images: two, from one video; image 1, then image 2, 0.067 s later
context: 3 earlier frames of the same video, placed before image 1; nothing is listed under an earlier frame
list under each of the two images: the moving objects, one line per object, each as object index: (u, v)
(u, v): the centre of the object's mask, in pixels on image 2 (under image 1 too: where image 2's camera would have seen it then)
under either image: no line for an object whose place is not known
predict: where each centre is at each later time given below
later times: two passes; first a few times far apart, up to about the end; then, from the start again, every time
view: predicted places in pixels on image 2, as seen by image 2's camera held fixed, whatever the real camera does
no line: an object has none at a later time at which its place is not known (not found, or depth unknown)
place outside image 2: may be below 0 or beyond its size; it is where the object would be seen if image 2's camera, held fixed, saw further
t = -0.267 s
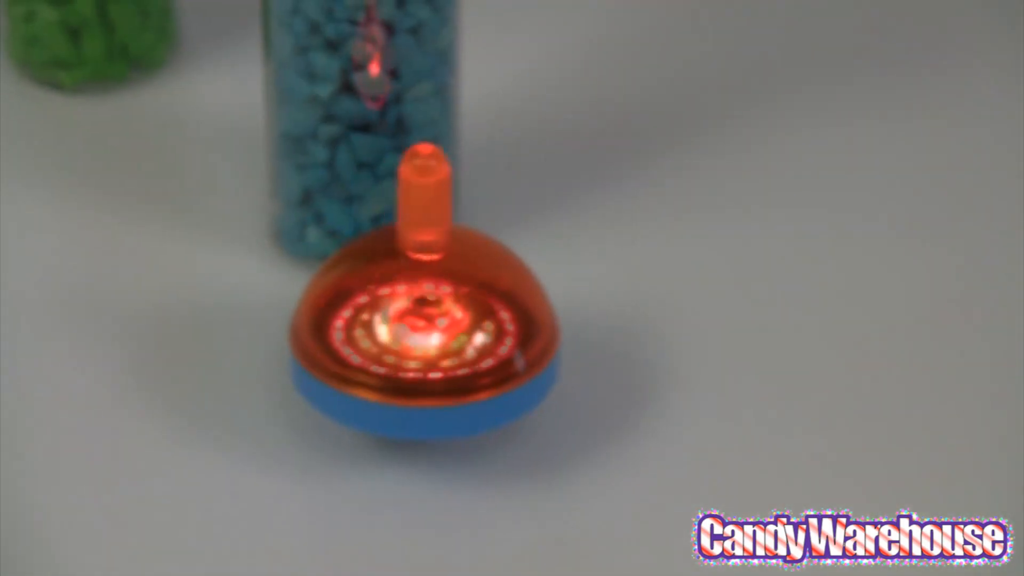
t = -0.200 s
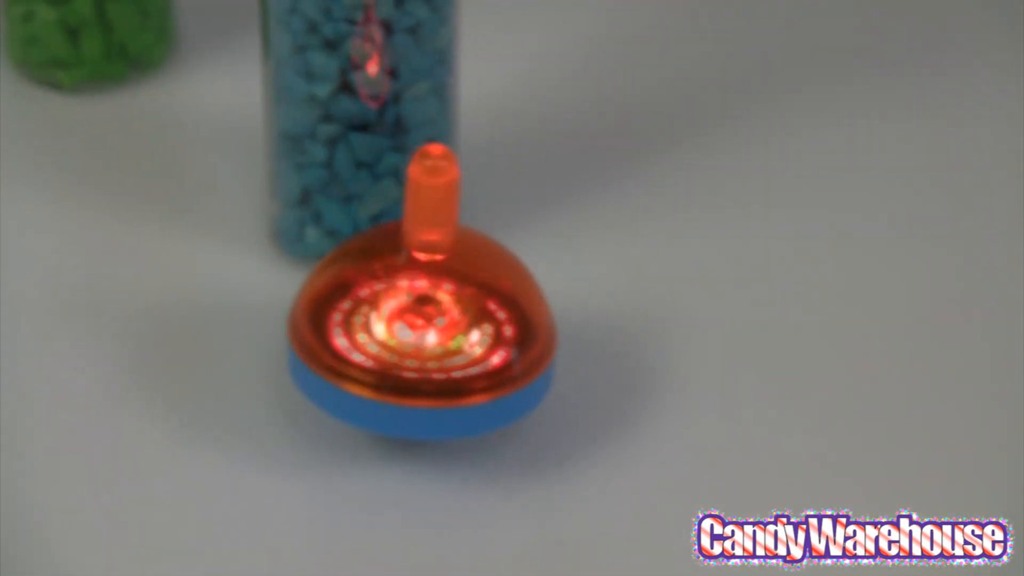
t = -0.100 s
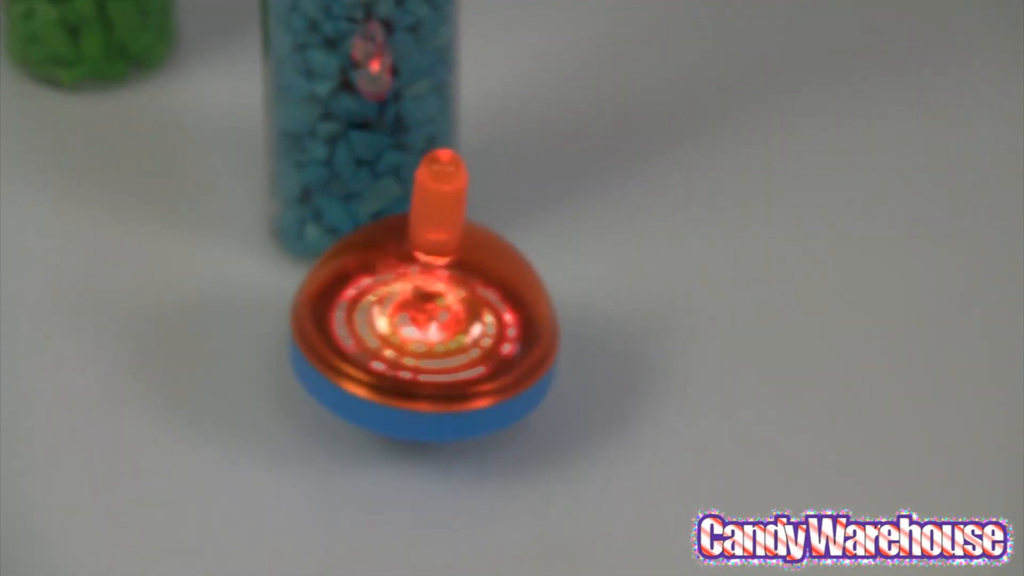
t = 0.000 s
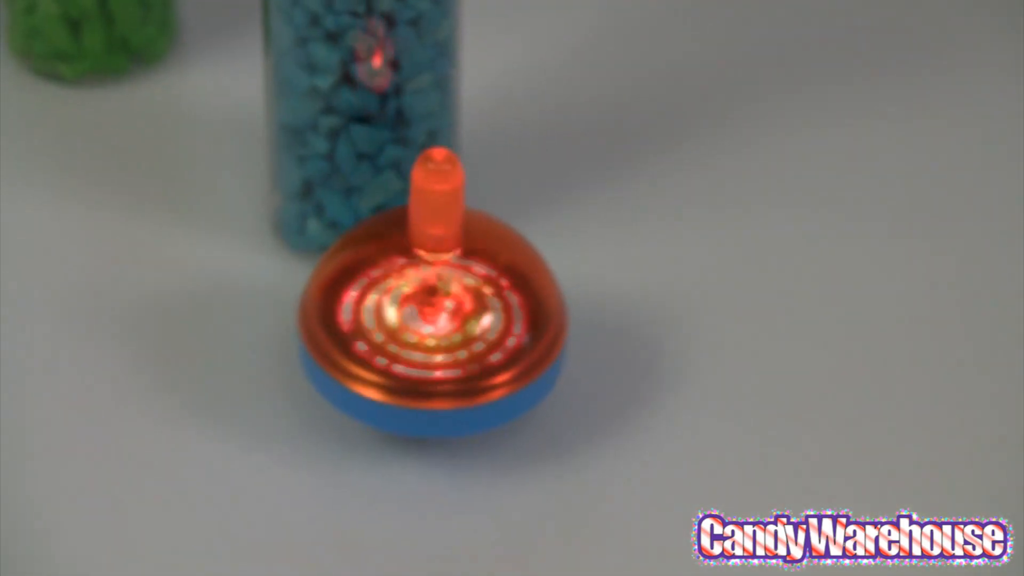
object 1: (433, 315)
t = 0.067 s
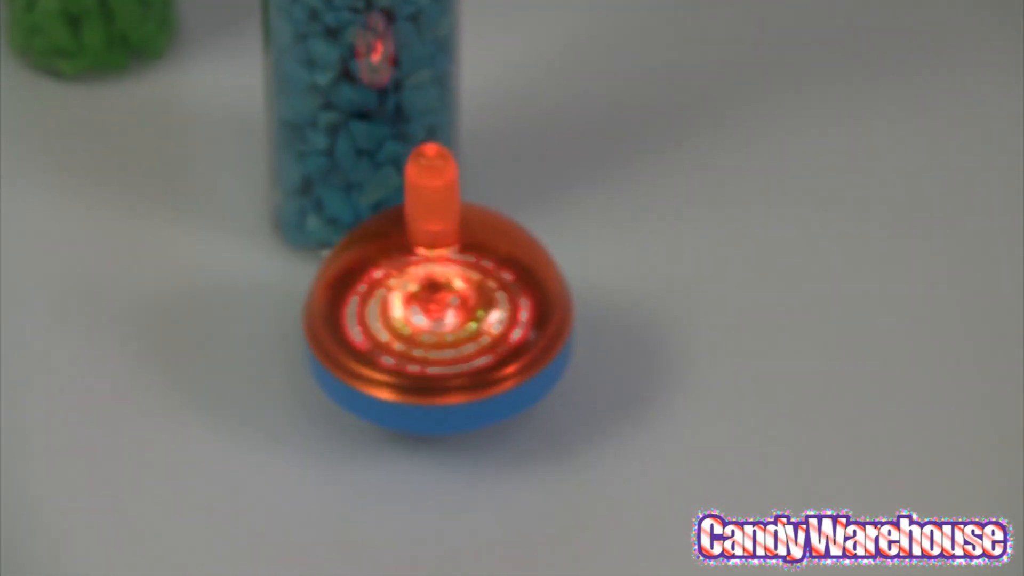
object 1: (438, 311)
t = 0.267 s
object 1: (441, 313)
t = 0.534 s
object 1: (458, 311)
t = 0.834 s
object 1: (471, 301)
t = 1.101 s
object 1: (476, 303)
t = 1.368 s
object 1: (482, 298)
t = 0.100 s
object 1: (441, 310)
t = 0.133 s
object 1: (442, 310)
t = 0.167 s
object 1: (442, 310)
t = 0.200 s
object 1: (443, 312)
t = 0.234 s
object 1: (442, 313)
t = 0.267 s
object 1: (441, 313)
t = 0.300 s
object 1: (442, 312)
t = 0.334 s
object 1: (443, 311)
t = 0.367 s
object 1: (445, 310)
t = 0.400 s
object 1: (447, 309)
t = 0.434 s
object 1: (448, 309)
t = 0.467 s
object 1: (451, 310)
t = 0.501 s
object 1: (454, 311)
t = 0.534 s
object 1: (458, 311)
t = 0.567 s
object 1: (461, 310)
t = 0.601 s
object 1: (465, 308)
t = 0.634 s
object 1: (469, 307)
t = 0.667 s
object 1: (472, 307)
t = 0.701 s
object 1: (473, 306)
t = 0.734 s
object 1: (473, 306)
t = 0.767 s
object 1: (473, 305)
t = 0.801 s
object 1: (472, 303)
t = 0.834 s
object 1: (471, 301)
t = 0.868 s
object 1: (470, 300)
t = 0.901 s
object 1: (470, 299)
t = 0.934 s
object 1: (470, 300)
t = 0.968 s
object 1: (472, 301)
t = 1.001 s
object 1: (472, 301)
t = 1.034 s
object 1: (473, 301)
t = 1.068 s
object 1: (474, 302)
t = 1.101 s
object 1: (476, 303)
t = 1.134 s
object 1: (478, 302)
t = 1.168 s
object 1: (480, 301)
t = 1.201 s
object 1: (482, 300)
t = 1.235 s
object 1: (483, 300)
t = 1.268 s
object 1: (484, 300)
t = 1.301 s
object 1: (484, 300)
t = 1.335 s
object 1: (483, 299)
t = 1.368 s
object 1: (482, 298)
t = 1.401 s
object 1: (481, 296)
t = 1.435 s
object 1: (481, 294)
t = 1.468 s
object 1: (480, 293)
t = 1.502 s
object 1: (479, 293)
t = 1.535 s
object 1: (479, 293)
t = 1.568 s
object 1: (478, 295)
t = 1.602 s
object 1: (478, 296)
